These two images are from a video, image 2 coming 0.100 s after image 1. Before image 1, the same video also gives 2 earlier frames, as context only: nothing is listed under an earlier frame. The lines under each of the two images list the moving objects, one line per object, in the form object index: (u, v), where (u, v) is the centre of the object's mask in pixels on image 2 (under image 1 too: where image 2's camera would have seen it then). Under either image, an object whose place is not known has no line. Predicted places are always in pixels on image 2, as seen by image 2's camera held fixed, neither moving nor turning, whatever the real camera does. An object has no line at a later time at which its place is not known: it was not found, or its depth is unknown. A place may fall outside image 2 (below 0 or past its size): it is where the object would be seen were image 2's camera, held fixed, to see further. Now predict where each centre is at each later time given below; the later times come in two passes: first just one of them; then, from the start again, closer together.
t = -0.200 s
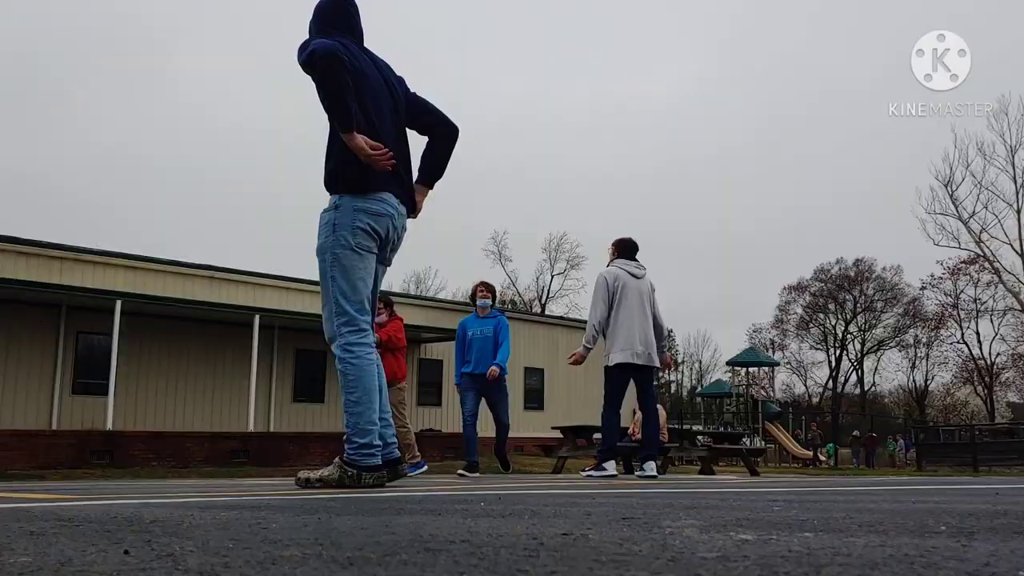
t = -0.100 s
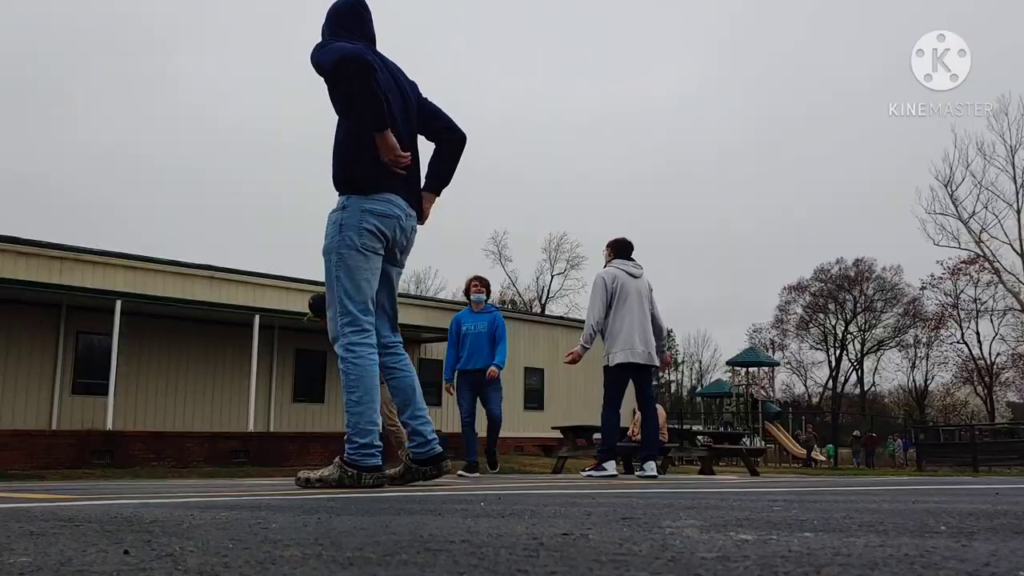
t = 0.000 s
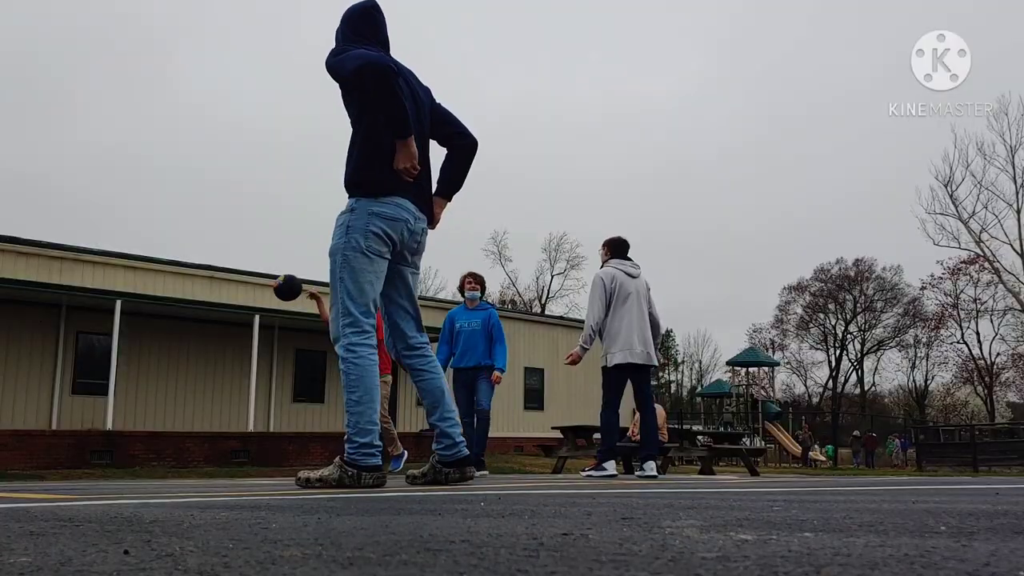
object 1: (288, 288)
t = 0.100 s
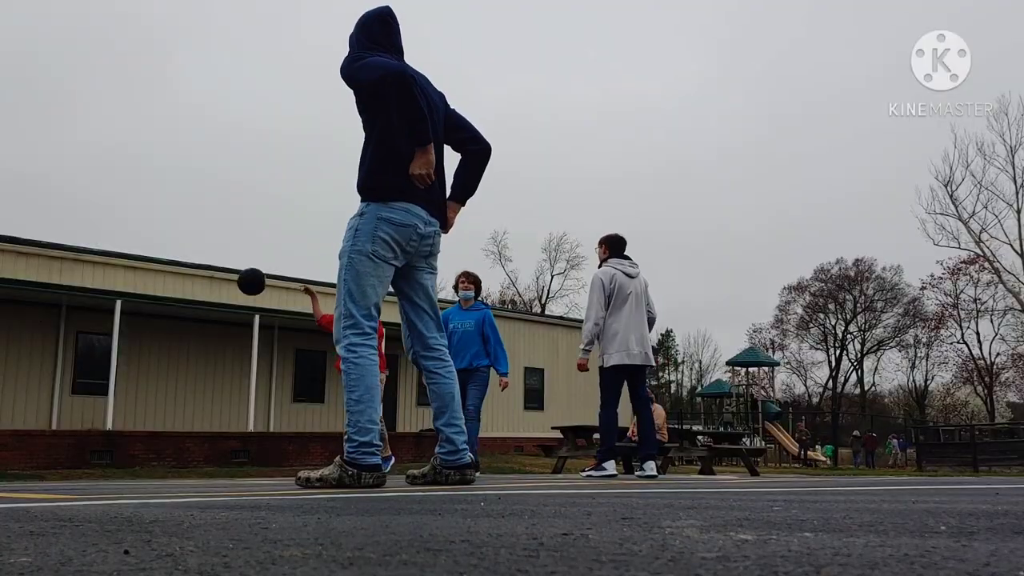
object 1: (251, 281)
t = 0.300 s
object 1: (173, 305)
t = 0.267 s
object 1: (187, 298)
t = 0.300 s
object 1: (173, 305)
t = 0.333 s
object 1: (158, 314)
